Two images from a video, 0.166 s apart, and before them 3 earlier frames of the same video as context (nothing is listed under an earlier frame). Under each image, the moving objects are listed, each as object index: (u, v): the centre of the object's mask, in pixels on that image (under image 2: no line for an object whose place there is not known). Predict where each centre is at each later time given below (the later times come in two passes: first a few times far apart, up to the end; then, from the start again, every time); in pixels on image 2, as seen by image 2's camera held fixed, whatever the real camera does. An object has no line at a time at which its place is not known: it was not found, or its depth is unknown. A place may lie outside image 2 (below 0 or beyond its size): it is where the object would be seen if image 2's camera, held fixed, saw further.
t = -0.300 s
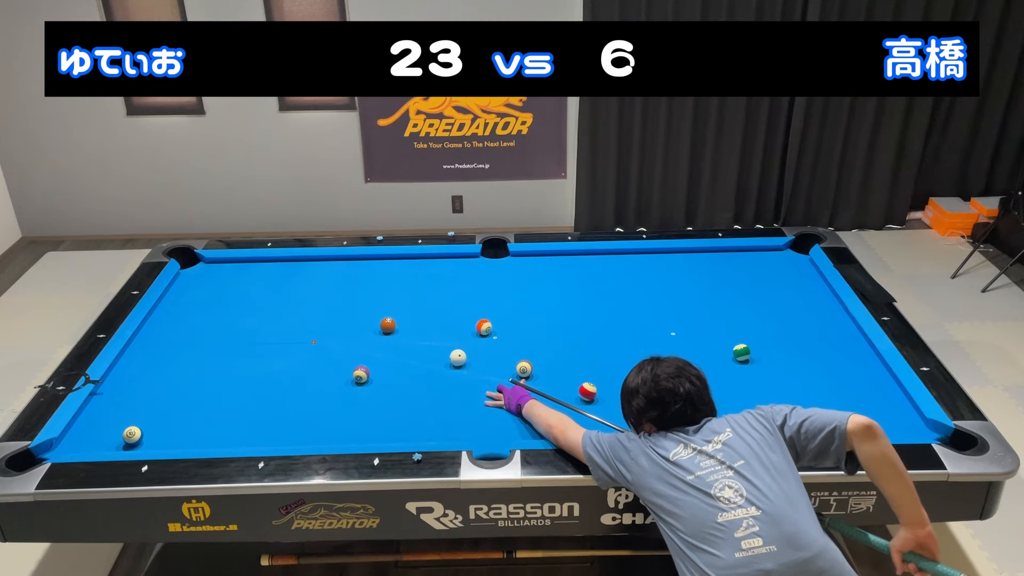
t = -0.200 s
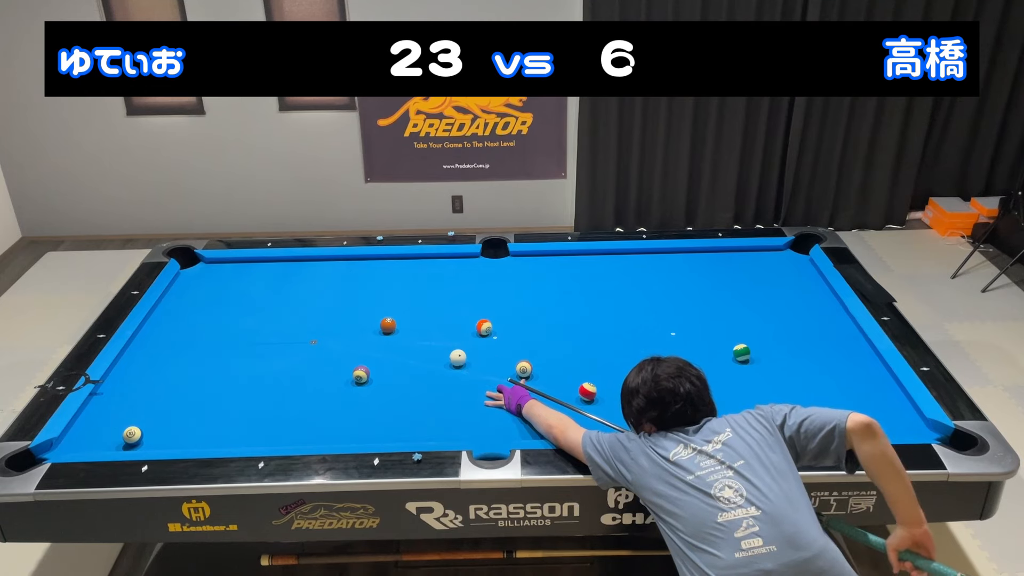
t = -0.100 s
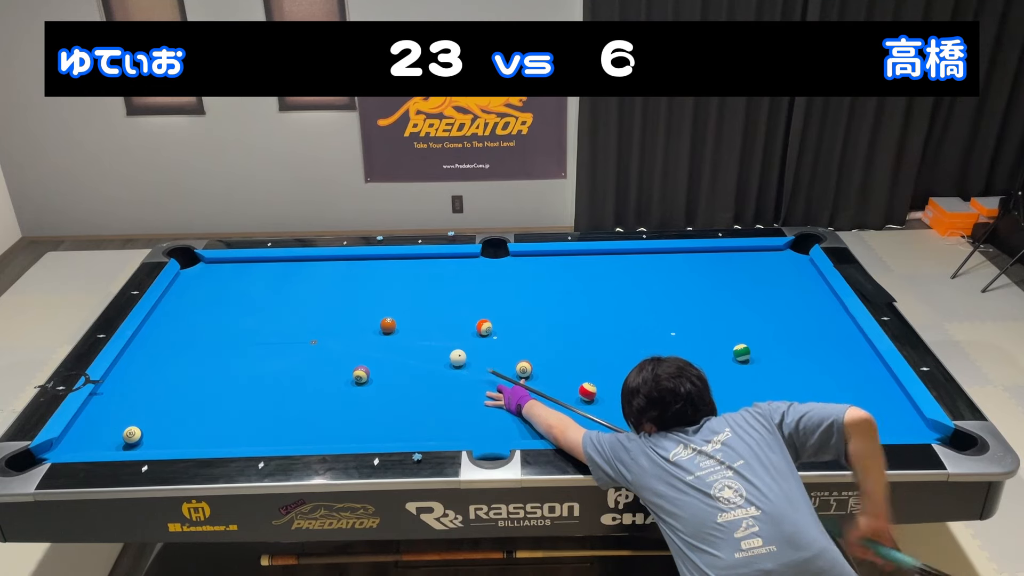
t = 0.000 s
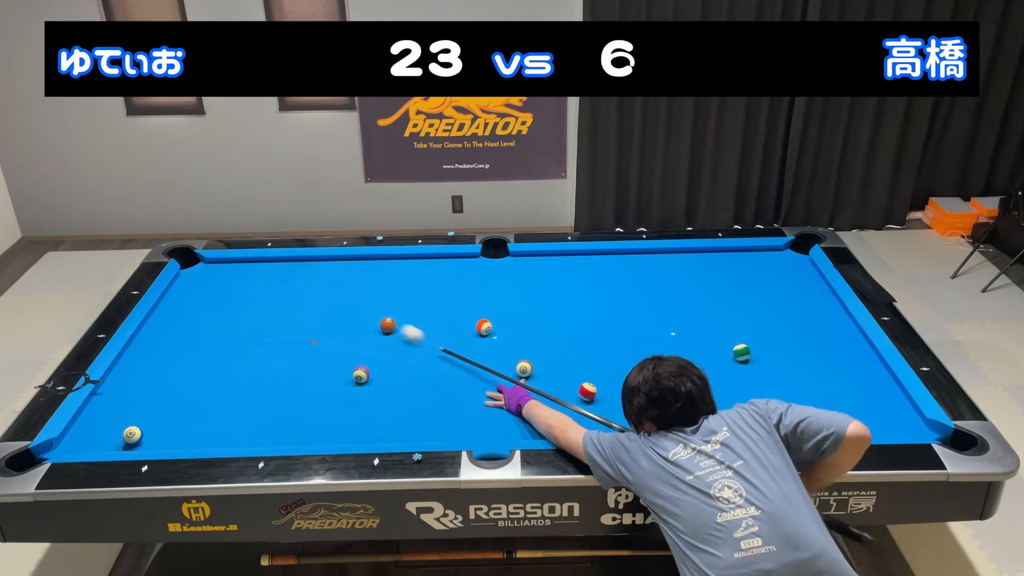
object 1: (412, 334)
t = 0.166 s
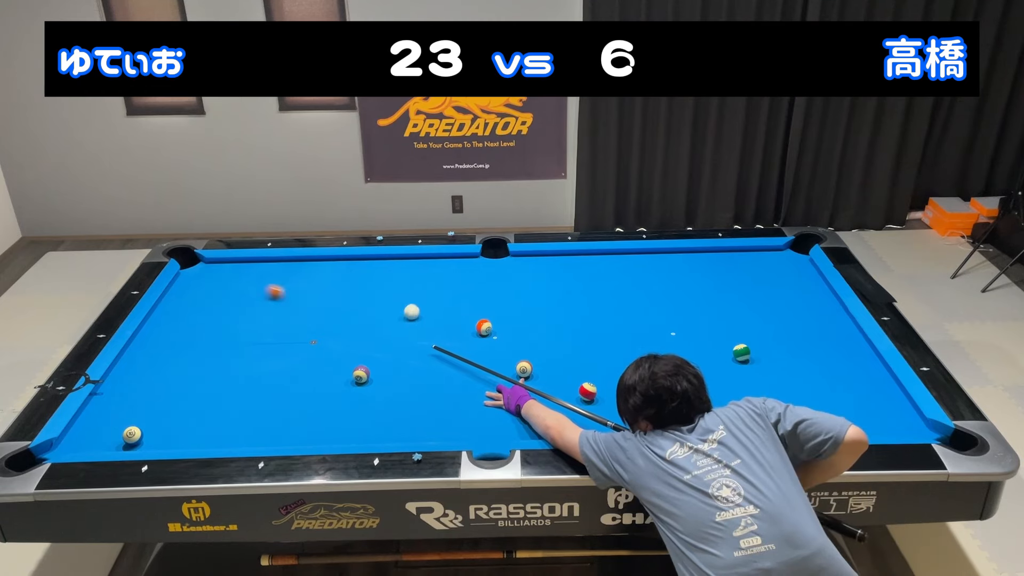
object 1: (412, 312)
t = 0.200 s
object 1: (413, 308)
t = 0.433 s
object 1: (419, 285)
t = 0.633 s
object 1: (424, 267)
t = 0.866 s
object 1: (430, 264)
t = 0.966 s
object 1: (434, 269)
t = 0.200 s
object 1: (413, 308)
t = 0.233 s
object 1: (414, 305)
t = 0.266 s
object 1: (415, 301)
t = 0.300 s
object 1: (416, 298)
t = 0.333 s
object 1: (416, 294)
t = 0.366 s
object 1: (417, 291)
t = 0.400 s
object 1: (418, 288)
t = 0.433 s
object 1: (419, 285)
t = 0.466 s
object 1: (420, 282)
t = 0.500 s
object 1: (421, 279)
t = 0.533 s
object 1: (421, 276)
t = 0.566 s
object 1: (422, 273)
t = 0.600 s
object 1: (423, 270)
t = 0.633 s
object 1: (424, 267)
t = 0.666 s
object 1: (425, 264)
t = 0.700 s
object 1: (425, 261)
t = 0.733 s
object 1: (426, 258)
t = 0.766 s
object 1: (427, 258)
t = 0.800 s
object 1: (428, 260)
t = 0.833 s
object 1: (429, 262)
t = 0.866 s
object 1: (430, 264)
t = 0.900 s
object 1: (432, 265)
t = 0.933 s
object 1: (433, 267)
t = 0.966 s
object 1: (434, 269)
